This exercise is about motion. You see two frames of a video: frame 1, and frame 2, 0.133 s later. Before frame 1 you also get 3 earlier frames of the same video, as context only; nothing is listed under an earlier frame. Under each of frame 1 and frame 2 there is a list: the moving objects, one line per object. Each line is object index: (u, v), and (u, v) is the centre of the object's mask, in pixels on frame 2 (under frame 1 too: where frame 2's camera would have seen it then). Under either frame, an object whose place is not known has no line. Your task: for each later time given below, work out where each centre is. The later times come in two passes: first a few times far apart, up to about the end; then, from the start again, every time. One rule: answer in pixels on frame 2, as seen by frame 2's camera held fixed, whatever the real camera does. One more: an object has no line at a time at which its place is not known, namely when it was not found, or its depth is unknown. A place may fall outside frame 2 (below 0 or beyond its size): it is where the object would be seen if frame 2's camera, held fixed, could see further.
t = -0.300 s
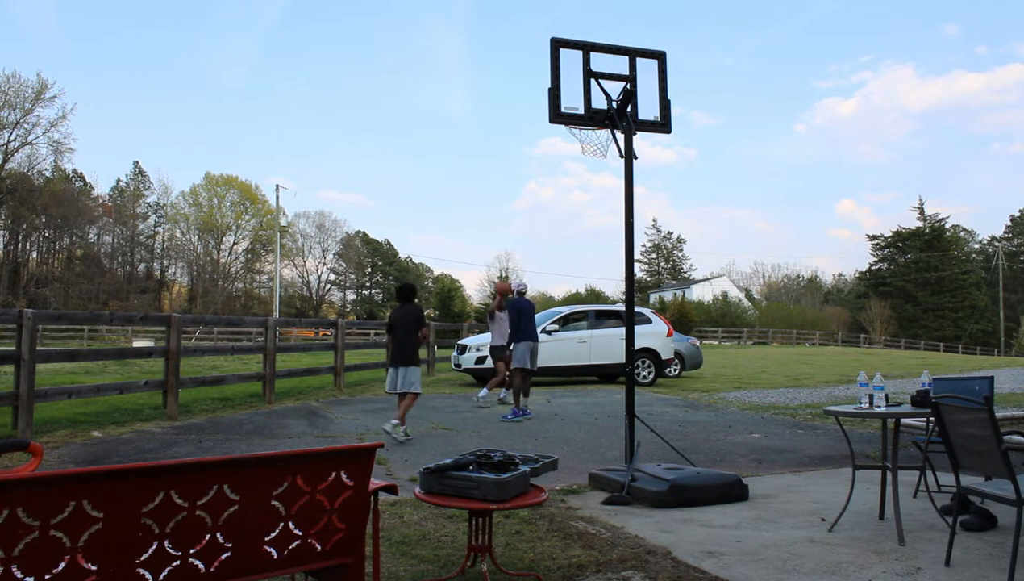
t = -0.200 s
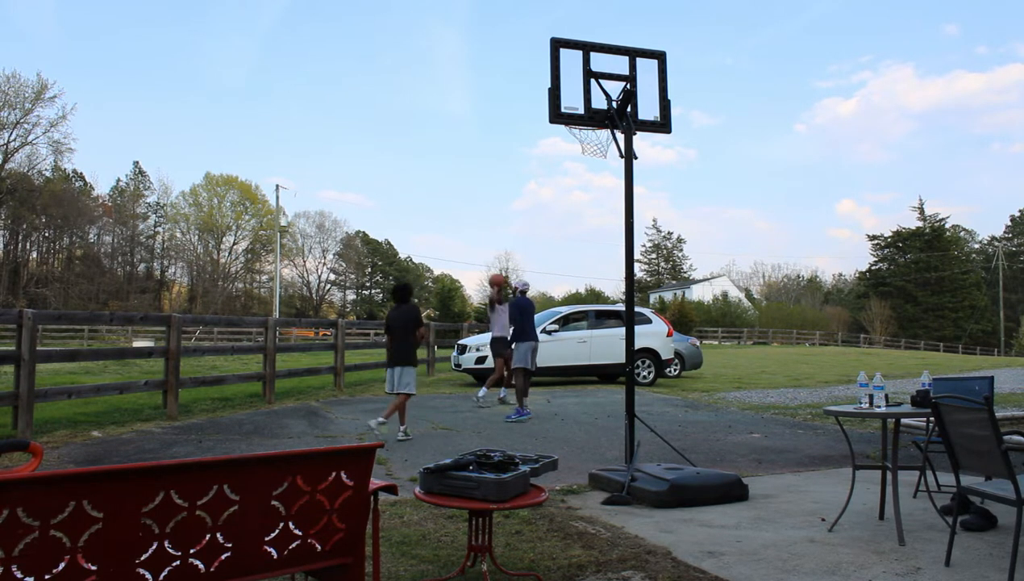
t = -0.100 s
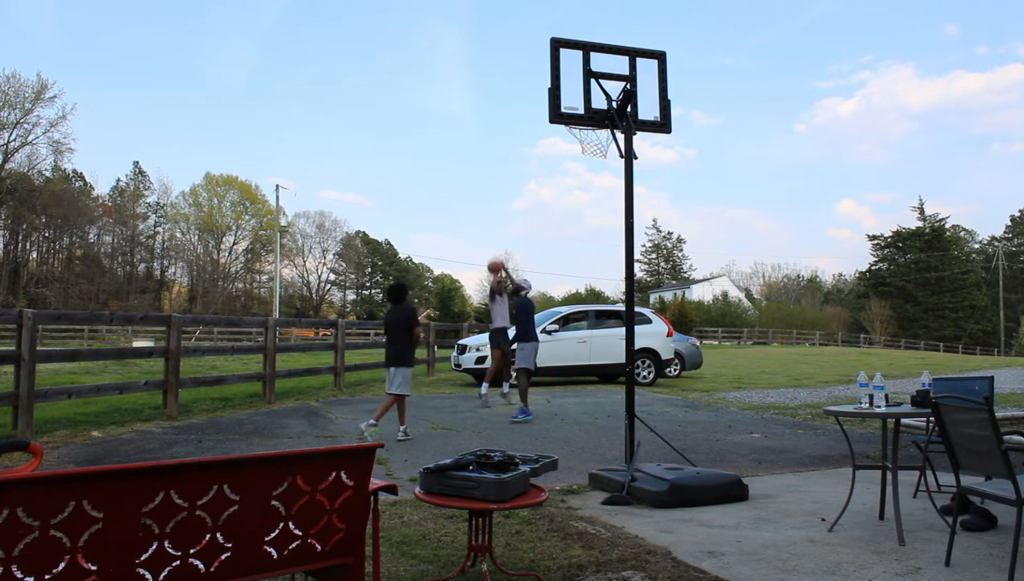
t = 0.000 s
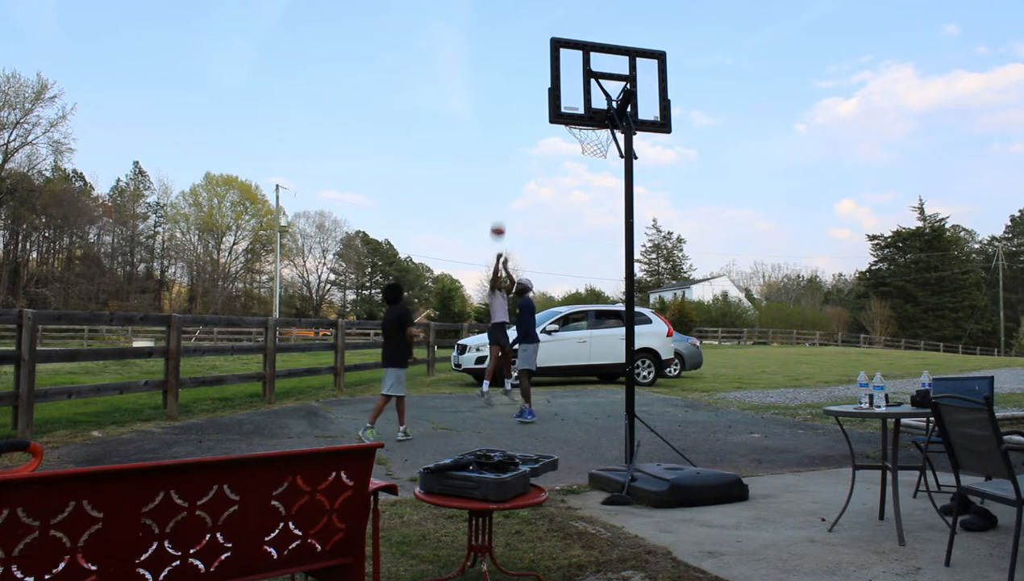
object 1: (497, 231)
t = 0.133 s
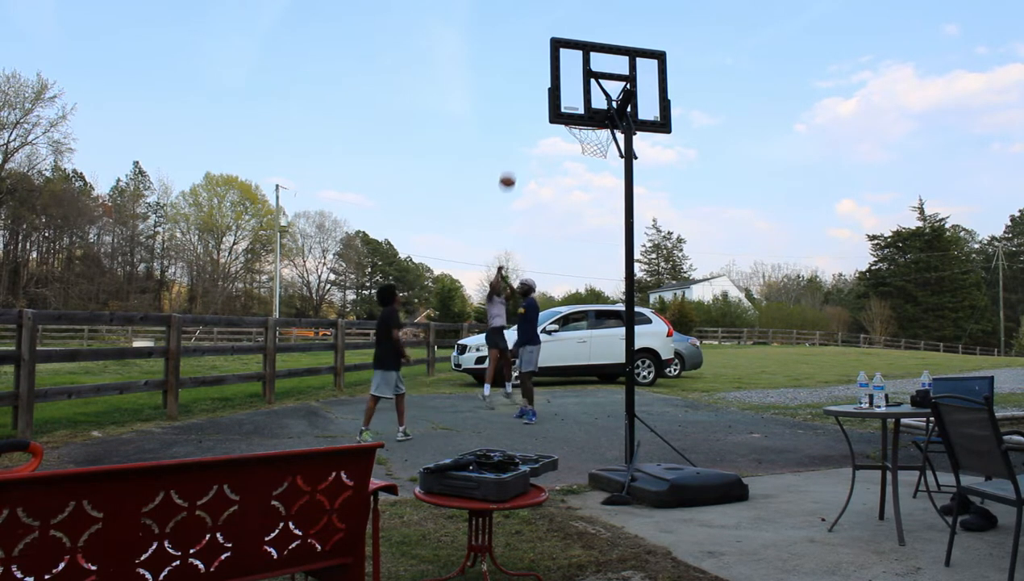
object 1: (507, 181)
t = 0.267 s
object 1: (517, 139)
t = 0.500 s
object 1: (536, 87)
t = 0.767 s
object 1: (567, 71)
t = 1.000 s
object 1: (597, 101)
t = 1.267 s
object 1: (580, 28)
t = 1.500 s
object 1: (567, 28)
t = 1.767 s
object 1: (545, 100)
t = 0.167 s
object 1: (509, 170)
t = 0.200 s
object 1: (512, 159)
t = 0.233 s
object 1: (515, 149)
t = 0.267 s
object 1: (517, 139)
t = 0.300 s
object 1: (520, 129)
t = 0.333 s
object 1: (523, 121)
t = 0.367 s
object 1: (525, 113)
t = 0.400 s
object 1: (528, 105)
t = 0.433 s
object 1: (531, 98)
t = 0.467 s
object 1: (534, 92)
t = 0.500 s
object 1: (536, 87)
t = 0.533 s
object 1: (539, 82)
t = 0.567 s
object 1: (542, 78)
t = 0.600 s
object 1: (543, 75)
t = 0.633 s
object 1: (545, 72)
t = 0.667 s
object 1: (547, 70)
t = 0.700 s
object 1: (563, 69)
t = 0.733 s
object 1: (565, 69)
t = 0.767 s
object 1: (567, 71)
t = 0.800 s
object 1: (569, 73)
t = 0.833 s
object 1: (571, 76)
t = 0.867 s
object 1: (574, 81)
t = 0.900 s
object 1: (576, 87)
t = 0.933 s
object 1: (582, 94)
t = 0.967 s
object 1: (591, 102)
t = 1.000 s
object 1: (597, 101)
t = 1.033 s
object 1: (596, 86)
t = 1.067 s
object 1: (591, 72)
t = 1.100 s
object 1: (589, 61)
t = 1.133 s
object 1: (586, 56)
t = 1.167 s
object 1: (588, 37)
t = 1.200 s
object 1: (584, 34)
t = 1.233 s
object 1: (582, 31)
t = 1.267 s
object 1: (580, 28)
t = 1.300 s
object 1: (578, 25)
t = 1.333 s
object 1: (576, 23)
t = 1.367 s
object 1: (574, 22)
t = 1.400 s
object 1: (573, 22)
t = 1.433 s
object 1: (571, 24)
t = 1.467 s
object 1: (569, 26)
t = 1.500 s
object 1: (567, 28)
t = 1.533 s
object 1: (566, 31)
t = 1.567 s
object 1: (564, 34)
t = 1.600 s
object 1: (566, 53)
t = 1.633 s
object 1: (565, 57)
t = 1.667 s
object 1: (564, 64)
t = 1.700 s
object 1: (564, 75)
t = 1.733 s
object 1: (547, 86)
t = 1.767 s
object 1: (545, 100)
